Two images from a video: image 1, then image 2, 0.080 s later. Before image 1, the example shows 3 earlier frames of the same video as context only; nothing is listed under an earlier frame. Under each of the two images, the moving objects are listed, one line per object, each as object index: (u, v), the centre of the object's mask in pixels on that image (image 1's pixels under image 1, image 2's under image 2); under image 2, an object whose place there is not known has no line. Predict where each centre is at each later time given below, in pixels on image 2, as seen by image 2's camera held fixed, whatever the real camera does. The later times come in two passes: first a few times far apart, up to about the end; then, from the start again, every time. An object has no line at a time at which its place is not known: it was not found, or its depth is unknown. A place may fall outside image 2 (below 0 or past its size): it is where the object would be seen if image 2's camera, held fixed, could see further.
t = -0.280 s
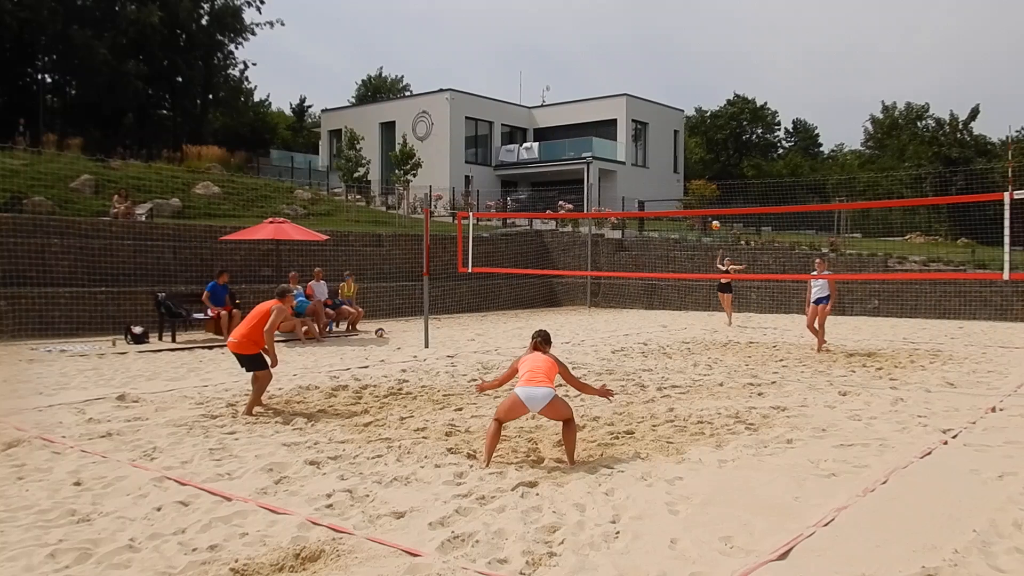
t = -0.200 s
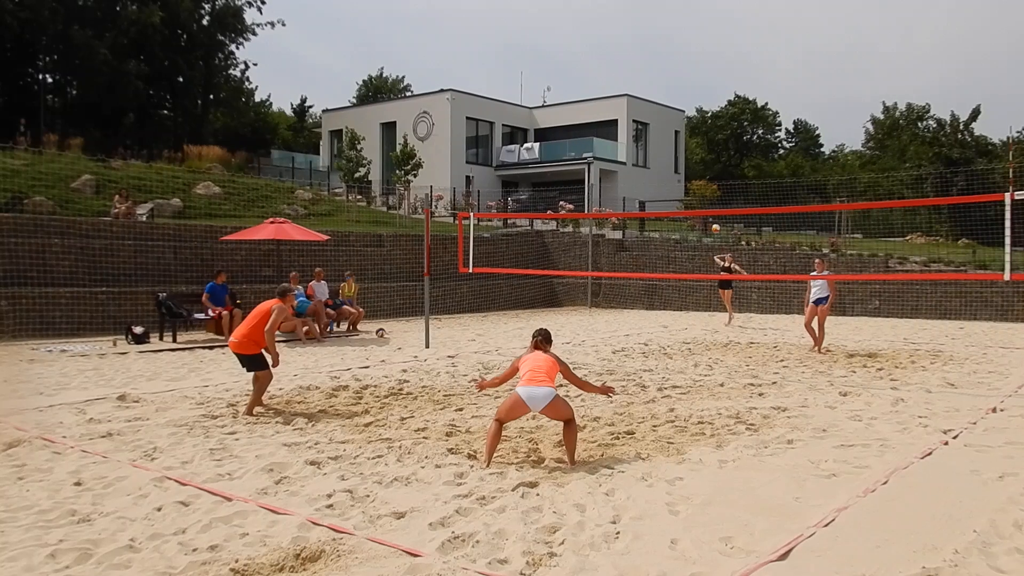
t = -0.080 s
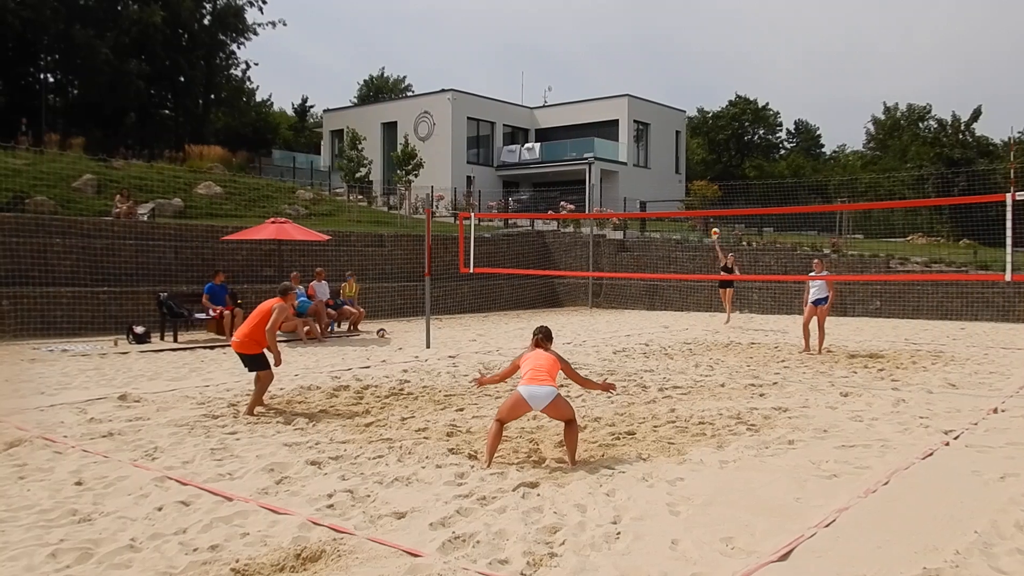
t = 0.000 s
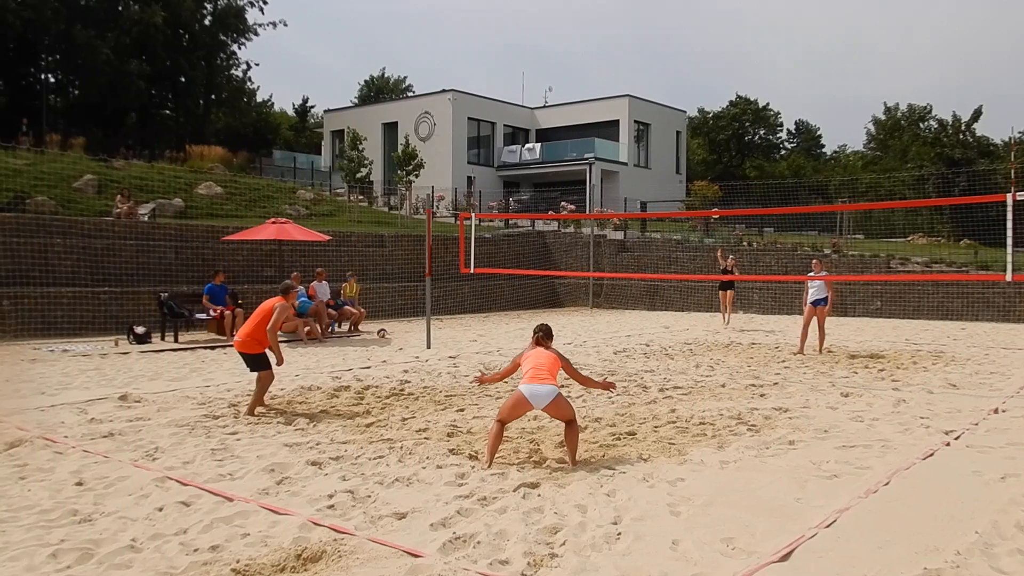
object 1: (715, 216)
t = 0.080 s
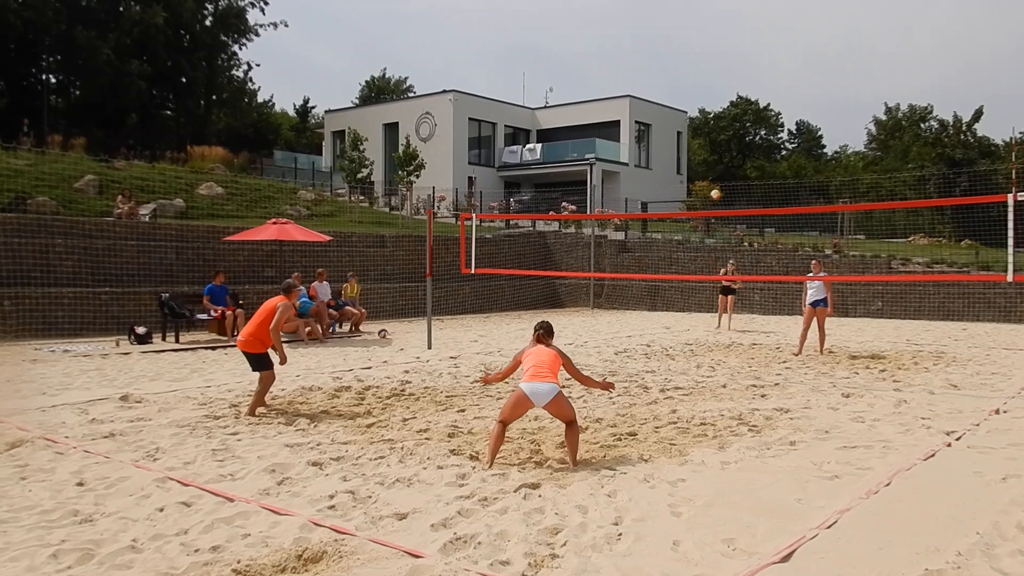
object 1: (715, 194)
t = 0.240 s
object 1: (712, 163)
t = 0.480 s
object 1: (705, 131)
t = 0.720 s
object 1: (697, 132)
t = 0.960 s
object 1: (685, 188)
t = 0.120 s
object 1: (714, 186)
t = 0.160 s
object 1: (713, 178)
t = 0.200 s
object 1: (712, 170)
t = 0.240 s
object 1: (712, 163)
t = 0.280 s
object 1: (711, 156)
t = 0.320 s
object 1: (710, 149)
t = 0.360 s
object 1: (709, 144)
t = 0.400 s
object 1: (708, 139)
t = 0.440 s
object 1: (707, 134)
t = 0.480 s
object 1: (705, 131)
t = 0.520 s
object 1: (703, 129)
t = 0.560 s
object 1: (702, 127)
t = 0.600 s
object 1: (701, 127)
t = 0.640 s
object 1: (700, 128)
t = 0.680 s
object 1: (699, 129)
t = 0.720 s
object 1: (697, 132)
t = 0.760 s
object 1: (696, 136)
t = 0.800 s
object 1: (694, 143)
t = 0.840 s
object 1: (692, 151)
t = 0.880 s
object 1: (690, 161)
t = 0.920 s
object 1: (687, 173)
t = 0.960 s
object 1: (685, 188)
